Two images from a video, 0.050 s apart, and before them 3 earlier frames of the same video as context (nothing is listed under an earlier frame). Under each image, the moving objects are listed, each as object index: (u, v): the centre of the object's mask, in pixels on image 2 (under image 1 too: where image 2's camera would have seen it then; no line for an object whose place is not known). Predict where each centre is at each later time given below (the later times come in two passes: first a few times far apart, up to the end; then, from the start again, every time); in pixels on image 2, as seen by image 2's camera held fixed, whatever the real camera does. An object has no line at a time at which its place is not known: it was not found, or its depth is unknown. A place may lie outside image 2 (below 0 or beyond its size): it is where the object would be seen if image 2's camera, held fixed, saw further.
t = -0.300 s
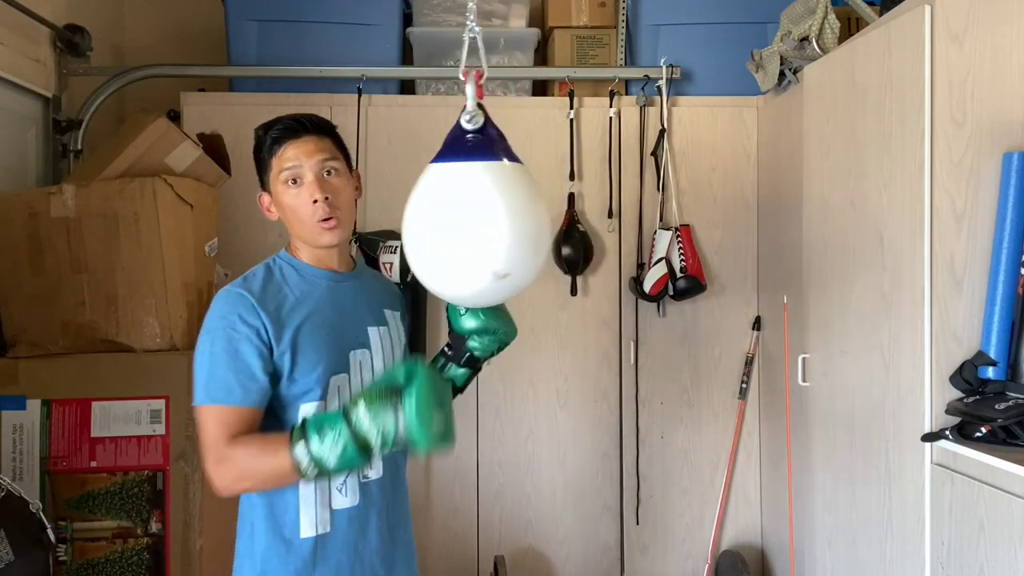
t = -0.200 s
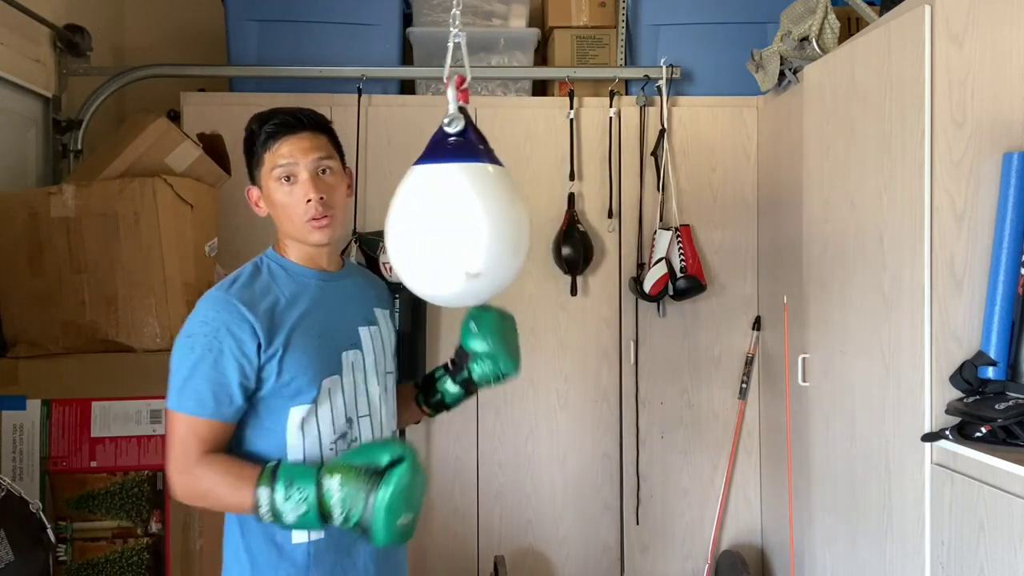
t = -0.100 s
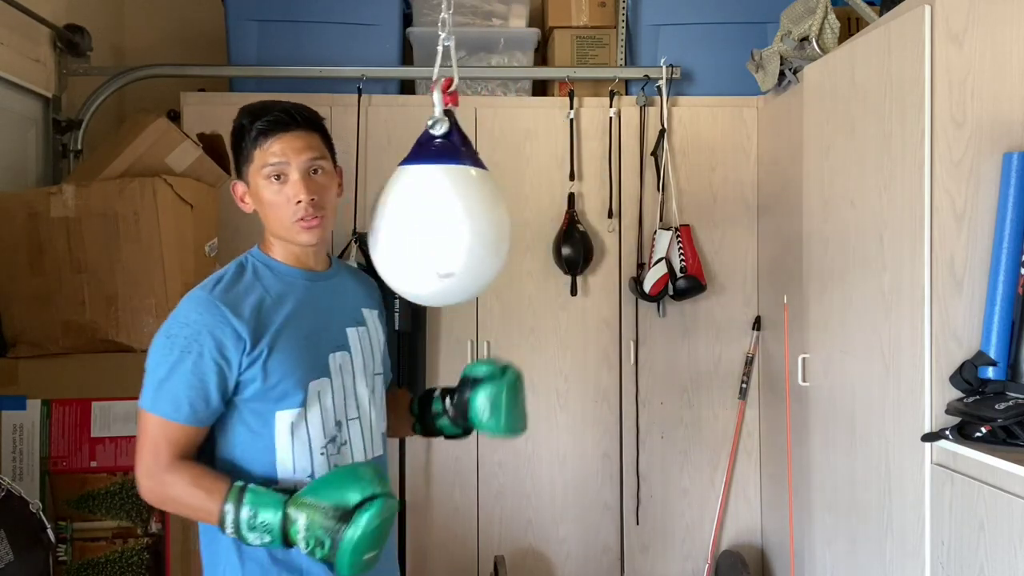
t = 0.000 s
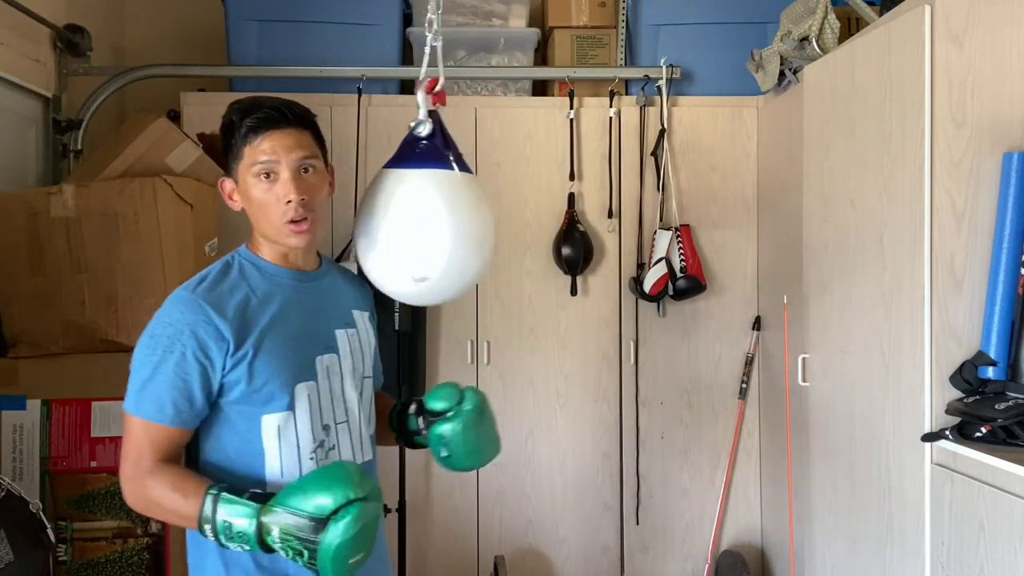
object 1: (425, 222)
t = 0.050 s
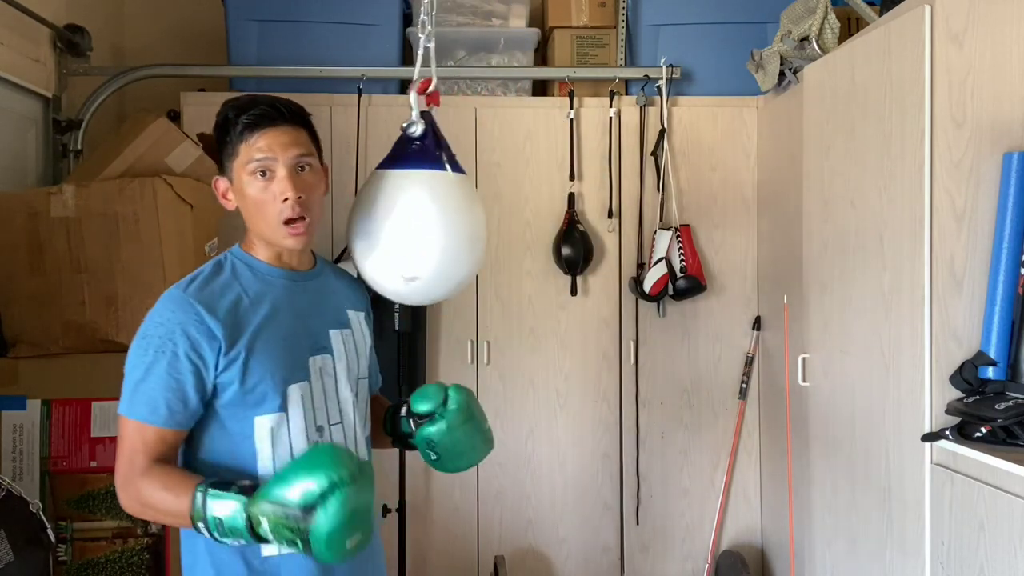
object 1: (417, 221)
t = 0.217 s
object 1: (401, 221)
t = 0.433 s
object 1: (396, 220)
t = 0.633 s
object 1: (407, 222)
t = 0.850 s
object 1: (432, 223)
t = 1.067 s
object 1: (468, 222)
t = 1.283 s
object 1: (498, 217)
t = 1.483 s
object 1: (515, 211)
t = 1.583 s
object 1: (515, 208)
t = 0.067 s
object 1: (415, 221)
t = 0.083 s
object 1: (414, 221)
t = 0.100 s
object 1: (412, 221)
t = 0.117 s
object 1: (410, 221)
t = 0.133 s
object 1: (408, 221)
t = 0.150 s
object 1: (407, 221)
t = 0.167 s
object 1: (406, 221)
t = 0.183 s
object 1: (404, 221)
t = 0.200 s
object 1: (402, 221)
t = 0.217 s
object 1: (401, 221)
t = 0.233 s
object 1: (401, 221)
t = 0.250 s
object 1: (399, 221)
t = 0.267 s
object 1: (399, 221)
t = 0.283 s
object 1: (397, 221)
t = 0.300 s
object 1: (397, 220)
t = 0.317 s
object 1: (396, 220)
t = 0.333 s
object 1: (396, 220)
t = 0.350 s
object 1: (396, 220)
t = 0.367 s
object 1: (396, 220)
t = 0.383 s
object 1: (395, 220)
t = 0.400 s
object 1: (396, 221)
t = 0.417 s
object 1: (396, 221)
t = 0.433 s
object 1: (396, 220)
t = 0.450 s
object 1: (396, 220)
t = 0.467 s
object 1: (397, 220)
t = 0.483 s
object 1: (397, 221)
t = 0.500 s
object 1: (398, 220)
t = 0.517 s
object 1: (399, 220)
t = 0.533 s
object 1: (400, 221)
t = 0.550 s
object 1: (401, 221)
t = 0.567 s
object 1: (401, 221)
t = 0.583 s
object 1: (402, 221)
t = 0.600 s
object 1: (404, 221)
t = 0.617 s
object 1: (405, 222)
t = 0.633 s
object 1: (407, 222)
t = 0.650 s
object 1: (408, 222)
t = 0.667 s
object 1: (410, 222)
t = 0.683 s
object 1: (411, 222)
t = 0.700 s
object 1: (414, 223)
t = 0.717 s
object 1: (415, 223)
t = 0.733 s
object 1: (417, 223)
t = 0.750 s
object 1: (419, 223)
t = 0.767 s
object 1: (421, 223)
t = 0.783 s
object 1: (423, 223)
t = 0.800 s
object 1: (425, 223)
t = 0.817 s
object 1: (428, 223)
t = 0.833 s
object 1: (430, 223)
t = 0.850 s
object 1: (432, 223)
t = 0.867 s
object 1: (435, 223)
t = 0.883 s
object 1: (437, 223)
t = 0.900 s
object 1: (440, 223)
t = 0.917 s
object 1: (442, 223)
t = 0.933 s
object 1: (445, 223)
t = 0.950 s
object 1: (448, 223)
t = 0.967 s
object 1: (451, 223)
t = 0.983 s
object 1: (454, 223)
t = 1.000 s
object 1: (456, 222)
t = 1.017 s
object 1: (458, 222)
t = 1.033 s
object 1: (462, 222)
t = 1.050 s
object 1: (465, 222)
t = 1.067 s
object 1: (468, 222)
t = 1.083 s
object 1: (470, 222)
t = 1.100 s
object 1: (474, 221)
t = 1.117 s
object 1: (476, 221)
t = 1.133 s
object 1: (479, 221)
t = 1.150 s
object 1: (481, 220)
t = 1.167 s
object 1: (483, 220)
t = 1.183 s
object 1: (485, 219)
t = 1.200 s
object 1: (488, 219)
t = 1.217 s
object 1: (491, 219)
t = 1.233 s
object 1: (491, 218)
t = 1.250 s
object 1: (494, 218)
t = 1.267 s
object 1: (495, 217)
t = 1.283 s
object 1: (498, 217)
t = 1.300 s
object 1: (499, 217)
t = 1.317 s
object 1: (500, 216)
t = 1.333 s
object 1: (501, 215)
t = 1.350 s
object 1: (502, 215)
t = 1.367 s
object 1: (504, 215)
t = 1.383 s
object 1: (505, 214)
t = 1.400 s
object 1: (507, 214)
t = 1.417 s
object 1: (509, 214)
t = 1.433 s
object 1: (510, 213)
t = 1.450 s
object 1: (512, 213)
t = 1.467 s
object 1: (514, 212)
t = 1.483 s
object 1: (515, 211)
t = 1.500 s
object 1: (511, 210)
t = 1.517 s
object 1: (512, 209)
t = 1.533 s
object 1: (514, 209)
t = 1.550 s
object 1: (514, 208)
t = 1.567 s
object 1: (515, 208)
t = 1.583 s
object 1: (515, 208)
